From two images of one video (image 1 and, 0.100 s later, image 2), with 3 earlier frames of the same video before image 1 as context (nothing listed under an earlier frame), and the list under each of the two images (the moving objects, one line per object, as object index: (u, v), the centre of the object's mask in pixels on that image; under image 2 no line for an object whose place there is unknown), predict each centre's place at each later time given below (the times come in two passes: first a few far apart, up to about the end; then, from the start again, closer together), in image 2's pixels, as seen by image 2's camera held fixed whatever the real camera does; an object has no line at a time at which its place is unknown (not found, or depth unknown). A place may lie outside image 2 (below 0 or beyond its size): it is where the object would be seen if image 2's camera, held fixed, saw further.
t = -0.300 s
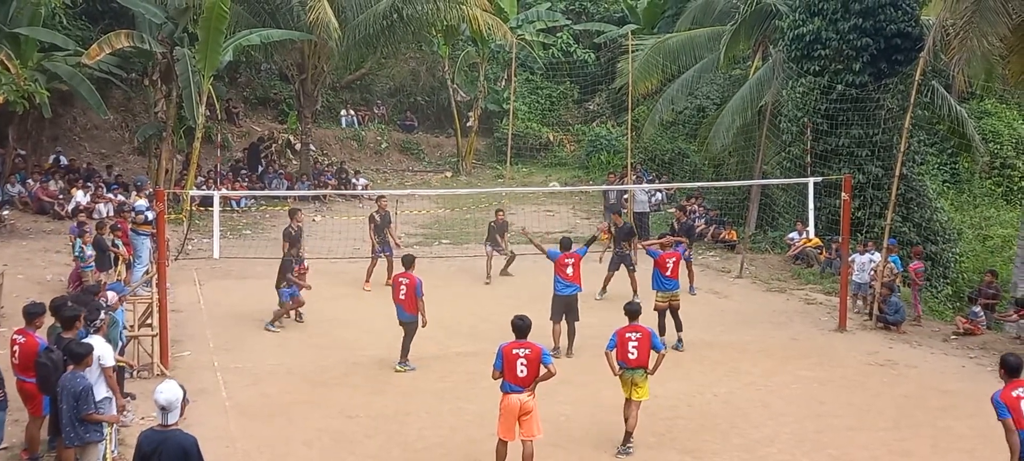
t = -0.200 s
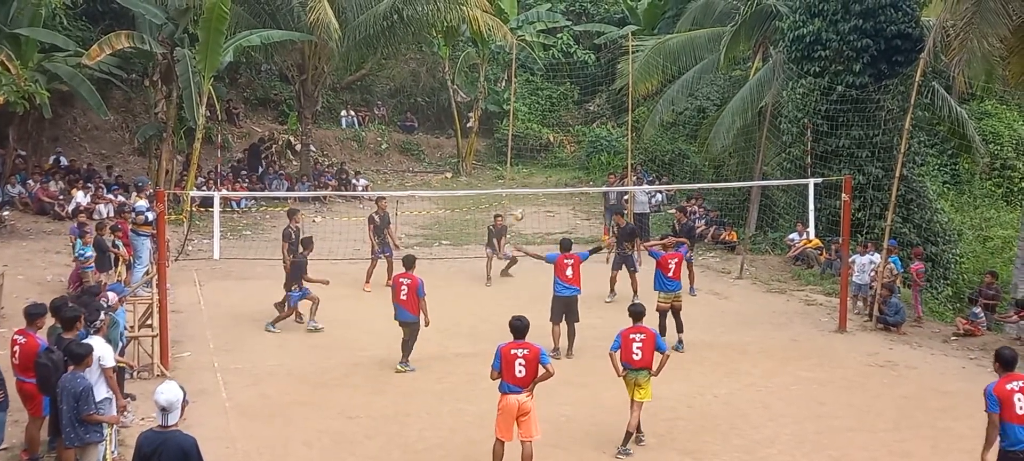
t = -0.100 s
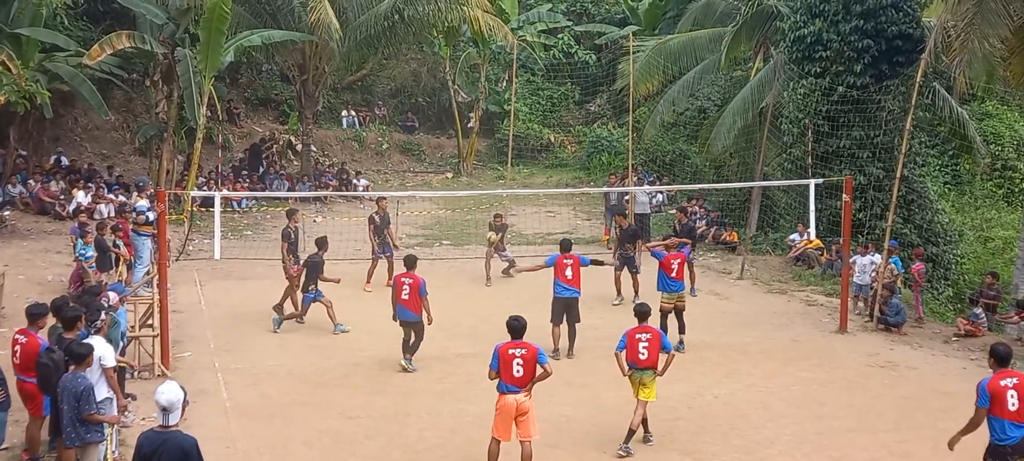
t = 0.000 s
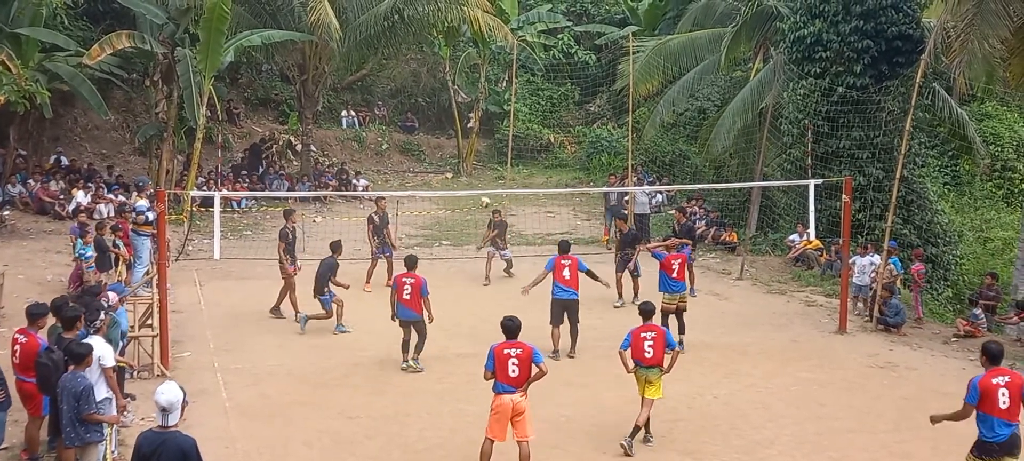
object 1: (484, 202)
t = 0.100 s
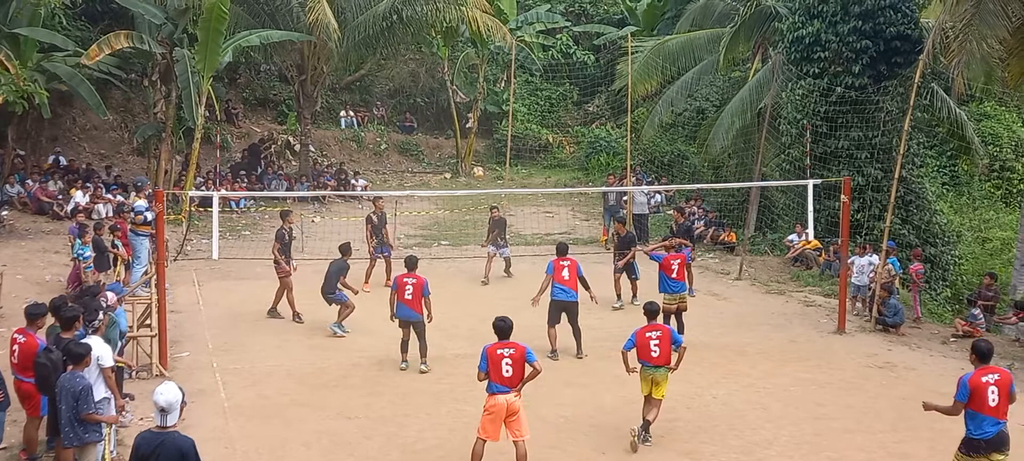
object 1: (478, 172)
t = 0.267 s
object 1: (468, 131)
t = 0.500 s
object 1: (454, 98)
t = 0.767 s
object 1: (436, 95)
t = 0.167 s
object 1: (475, 154)
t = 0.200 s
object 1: (472, 145)
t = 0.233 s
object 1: (470, 139)
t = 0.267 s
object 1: (468, 131)
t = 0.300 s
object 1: (467, 125)
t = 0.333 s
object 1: (466, 120)
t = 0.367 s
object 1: (462, 113)
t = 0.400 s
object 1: (460, 108)
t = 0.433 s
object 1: (458, 104)
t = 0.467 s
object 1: (456, 100)
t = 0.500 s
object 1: (454, 98)
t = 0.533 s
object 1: (452, 96)
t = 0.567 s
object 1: (450, 94)
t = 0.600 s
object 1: (447, 91)
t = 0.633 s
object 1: (445, 91)
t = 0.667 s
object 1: (443, 92)
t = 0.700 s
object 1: (441, 92)
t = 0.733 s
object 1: (439, 93)
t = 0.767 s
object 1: (436, 95)
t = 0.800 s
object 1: (434, 98)
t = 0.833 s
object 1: (432, 102)
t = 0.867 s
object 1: (430, 106)
